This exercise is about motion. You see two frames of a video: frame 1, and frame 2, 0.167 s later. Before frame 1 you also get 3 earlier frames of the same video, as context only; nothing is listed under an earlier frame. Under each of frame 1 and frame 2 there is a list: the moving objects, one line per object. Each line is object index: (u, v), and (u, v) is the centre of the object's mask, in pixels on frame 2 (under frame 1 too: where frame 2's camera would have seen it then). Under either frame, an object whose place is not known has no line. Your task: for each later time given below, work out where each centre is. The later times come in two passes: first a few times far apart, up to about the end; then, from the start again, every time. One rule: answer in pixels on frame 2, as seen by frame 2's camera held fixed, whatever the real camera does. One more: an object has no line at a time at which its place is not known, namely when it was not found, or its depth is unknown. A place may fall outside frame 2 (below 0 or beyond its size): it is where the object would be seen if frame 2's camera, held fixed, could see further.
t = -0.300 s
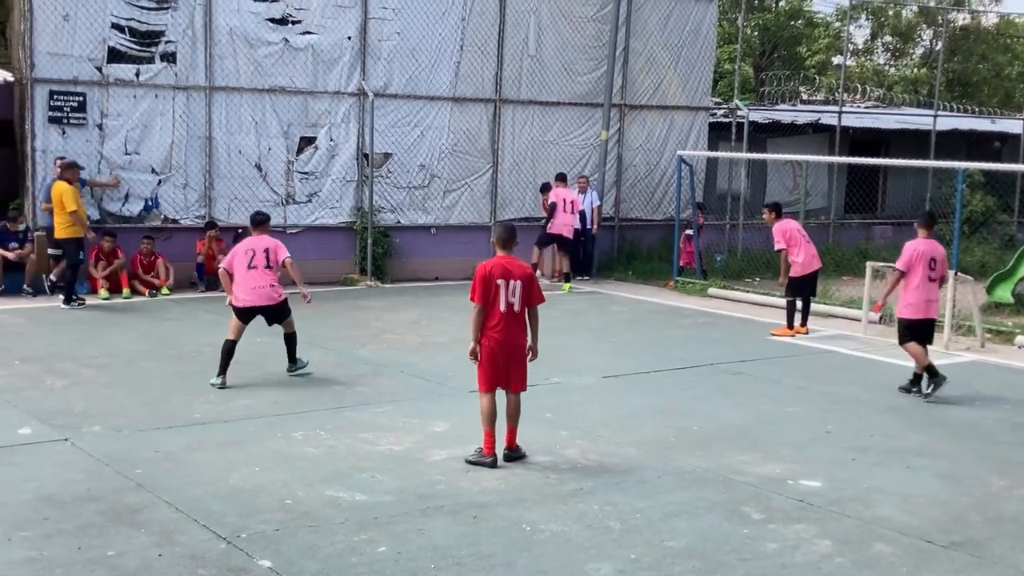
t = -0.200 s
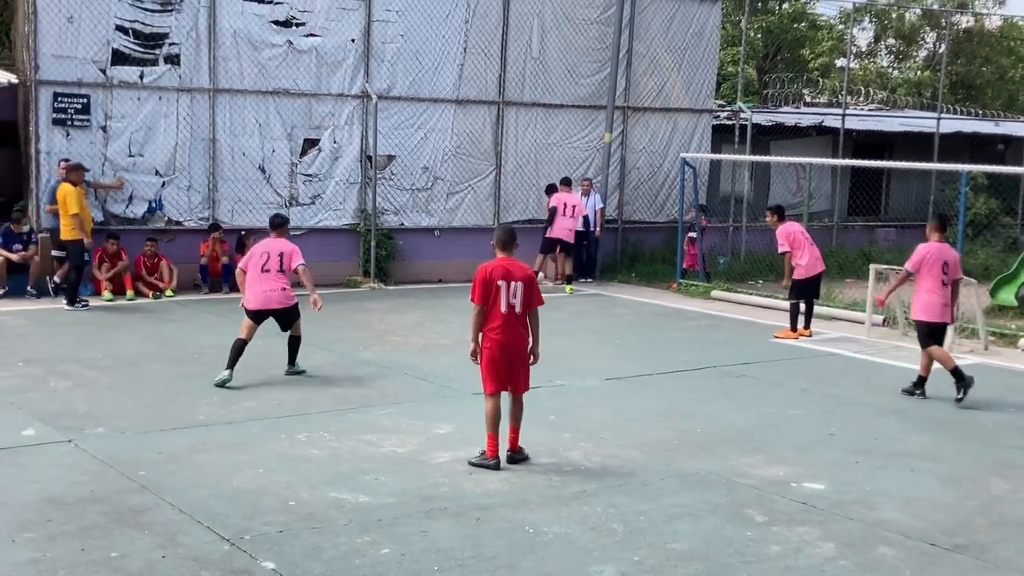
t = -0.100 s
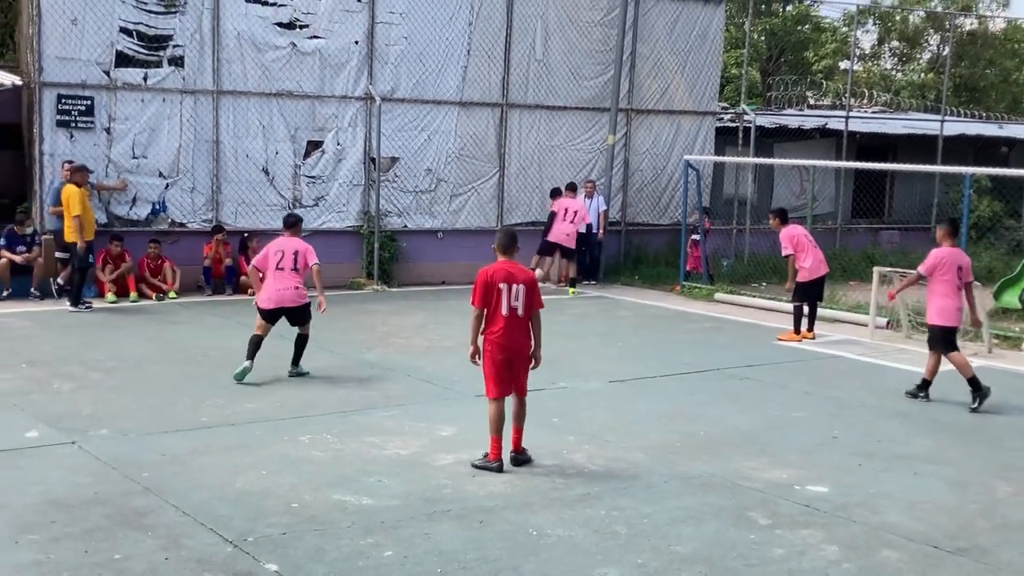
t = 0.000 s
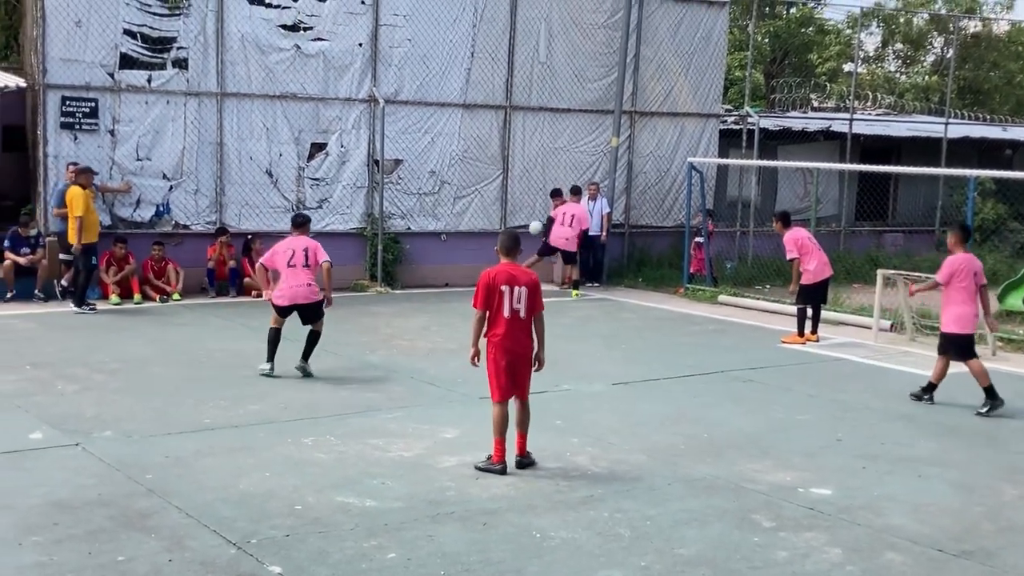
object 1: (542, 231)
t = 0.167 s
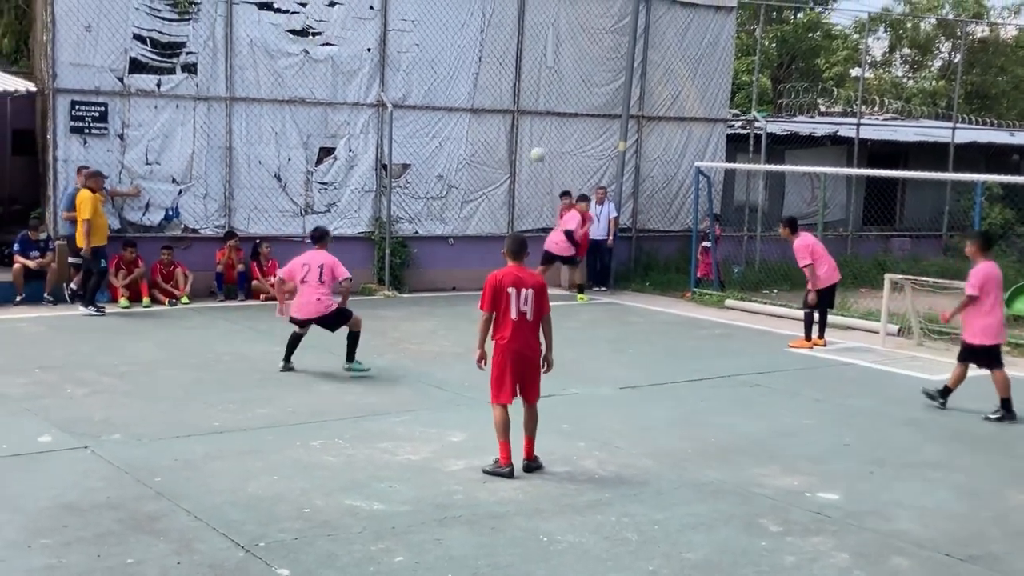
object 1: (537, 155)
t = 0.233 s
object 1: (535, 128)
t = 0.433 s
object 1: (527, 63)
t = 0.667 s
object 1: (515, 21)
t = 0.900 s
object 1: (500, 36)
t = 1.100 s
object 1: (484, 114)
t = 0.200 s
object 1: (536, 141)
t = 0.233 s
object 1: (535, 128)
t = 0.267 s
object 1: (533, 115)
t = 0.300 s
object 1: (533, 104)
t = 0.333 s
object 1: (531, 92)
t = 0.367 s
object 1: (529, 82)
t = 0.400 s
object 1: (529, 71)
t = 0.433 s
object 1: (527, 63)
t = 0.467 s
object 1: (526, 53)
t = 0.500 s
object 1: (524, 45)
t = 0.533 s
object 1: (522, 38)
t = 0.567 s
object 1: (520, 32)
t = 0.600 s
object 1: (518, 27)
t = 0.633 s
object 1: (517, 24)
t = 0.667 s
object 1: (515, 21)
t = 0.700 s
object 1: (514, 19)
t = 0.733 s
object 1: (512, 18)
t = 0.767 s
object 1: (510, 18)
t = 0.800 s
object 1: (507, 20)
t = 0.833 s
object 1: (505, 24)
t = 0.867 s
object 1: (502, 29)
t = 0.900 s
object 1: (500, 36)
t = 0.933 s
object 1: (497, 45)
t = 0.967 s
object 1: (495, 55)
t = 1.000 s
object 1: (493, 66)
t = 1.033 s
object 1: (490, 80)
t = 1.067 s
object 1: (487, 96)
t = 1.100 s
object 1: (484, 114)
